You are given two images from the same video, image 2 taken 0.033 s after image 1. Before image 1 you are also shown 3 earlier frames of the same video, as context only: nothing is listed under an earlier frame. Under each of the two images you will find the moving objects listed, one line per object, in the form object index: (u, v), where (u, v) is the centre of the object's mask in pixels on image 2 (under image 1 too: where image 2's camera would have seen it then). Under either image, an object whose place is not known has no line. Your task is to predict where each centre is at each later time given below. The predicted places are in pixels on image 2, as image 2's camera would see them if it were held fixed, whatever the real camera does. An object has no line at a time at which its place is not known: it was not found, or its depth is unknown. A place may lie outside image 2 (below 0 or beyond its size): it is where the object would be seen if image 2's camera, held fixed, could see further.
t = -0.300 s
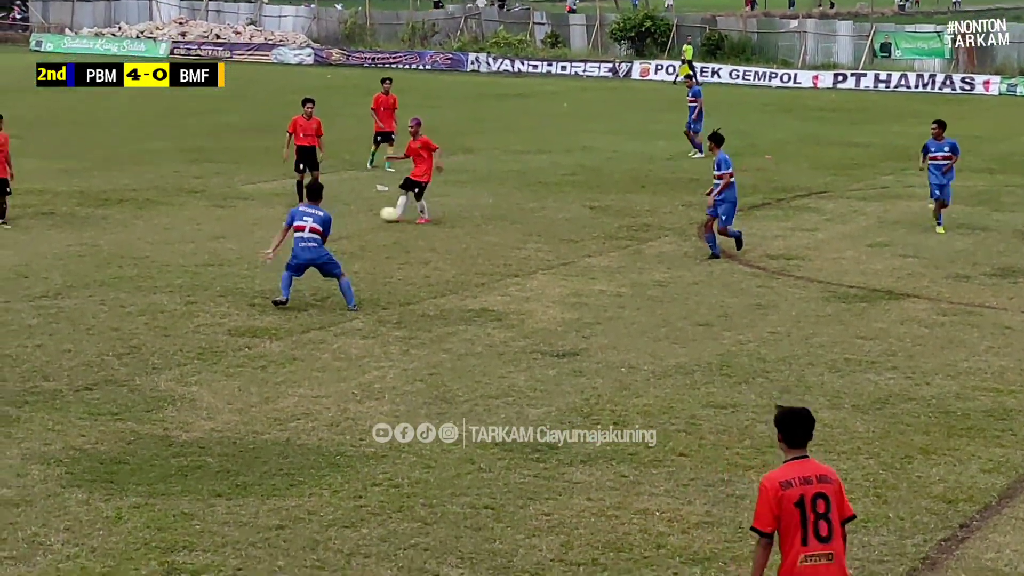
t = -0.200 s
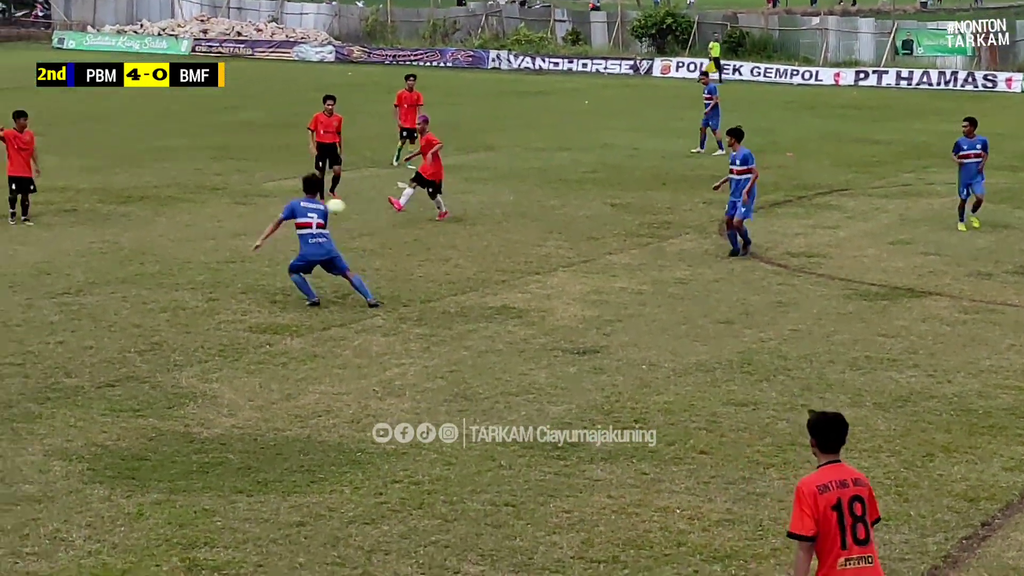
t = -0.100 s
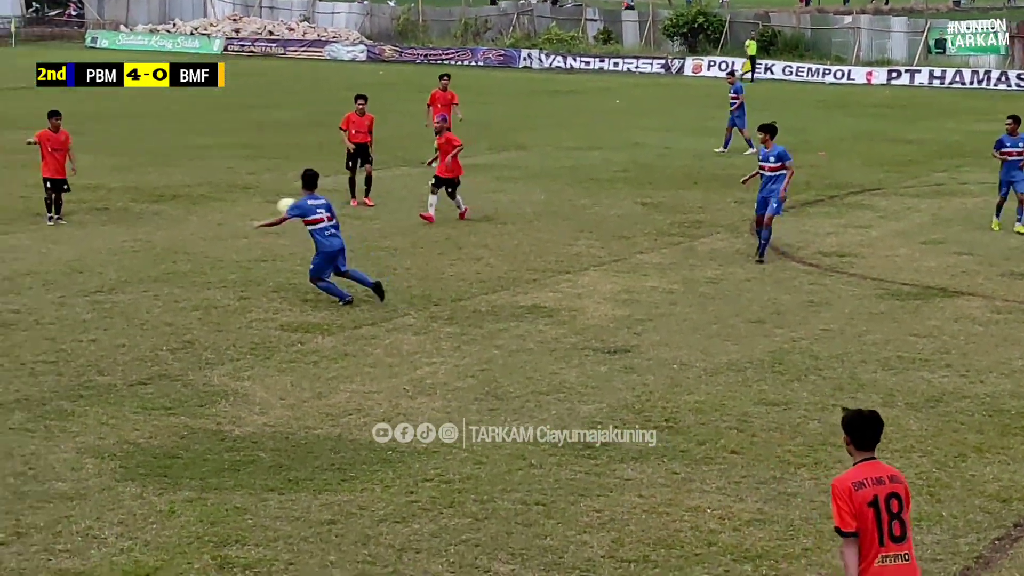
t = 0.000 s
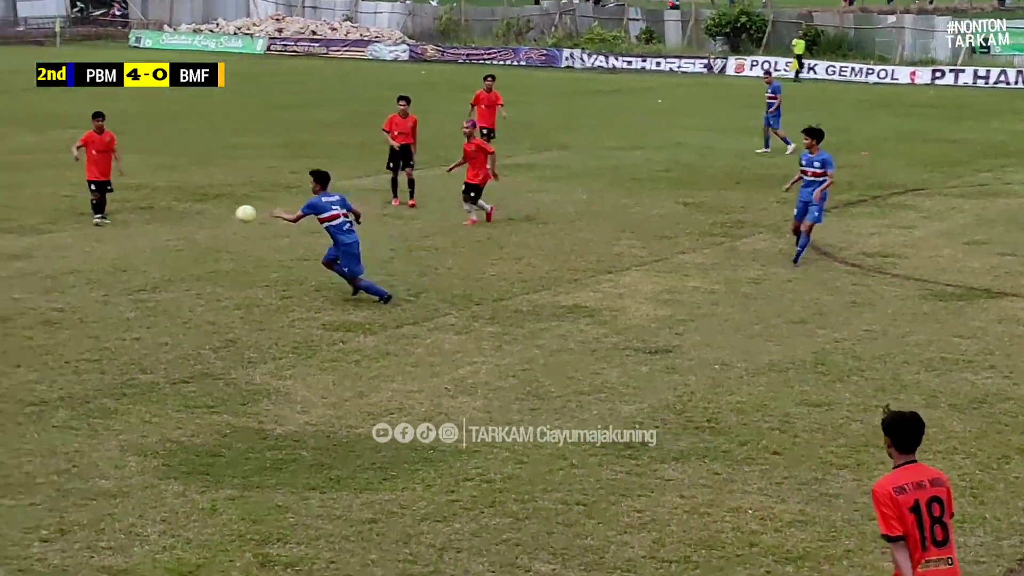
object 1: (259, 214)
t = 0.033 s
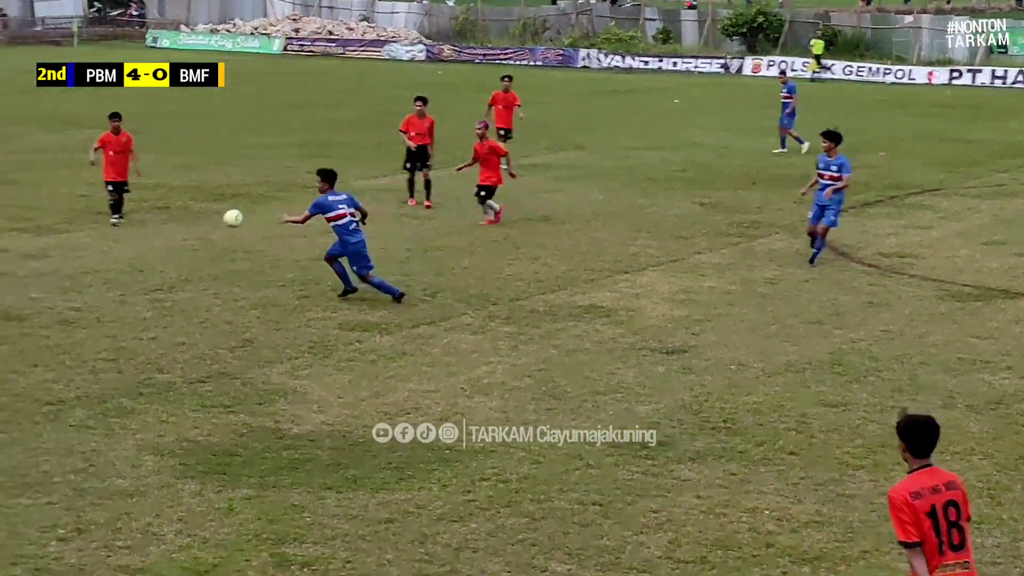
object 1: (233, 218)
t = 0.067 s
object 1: (206, 223)
